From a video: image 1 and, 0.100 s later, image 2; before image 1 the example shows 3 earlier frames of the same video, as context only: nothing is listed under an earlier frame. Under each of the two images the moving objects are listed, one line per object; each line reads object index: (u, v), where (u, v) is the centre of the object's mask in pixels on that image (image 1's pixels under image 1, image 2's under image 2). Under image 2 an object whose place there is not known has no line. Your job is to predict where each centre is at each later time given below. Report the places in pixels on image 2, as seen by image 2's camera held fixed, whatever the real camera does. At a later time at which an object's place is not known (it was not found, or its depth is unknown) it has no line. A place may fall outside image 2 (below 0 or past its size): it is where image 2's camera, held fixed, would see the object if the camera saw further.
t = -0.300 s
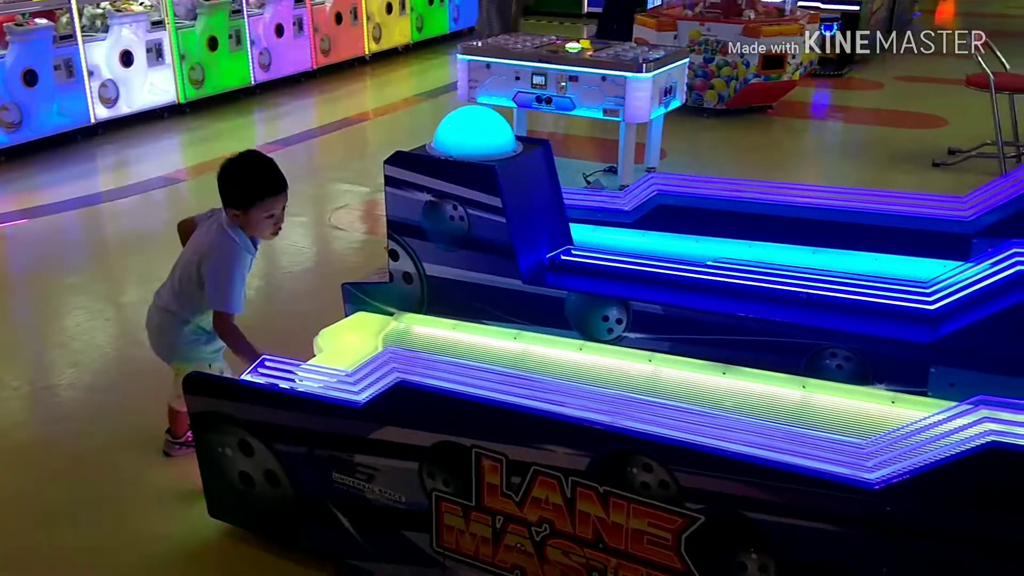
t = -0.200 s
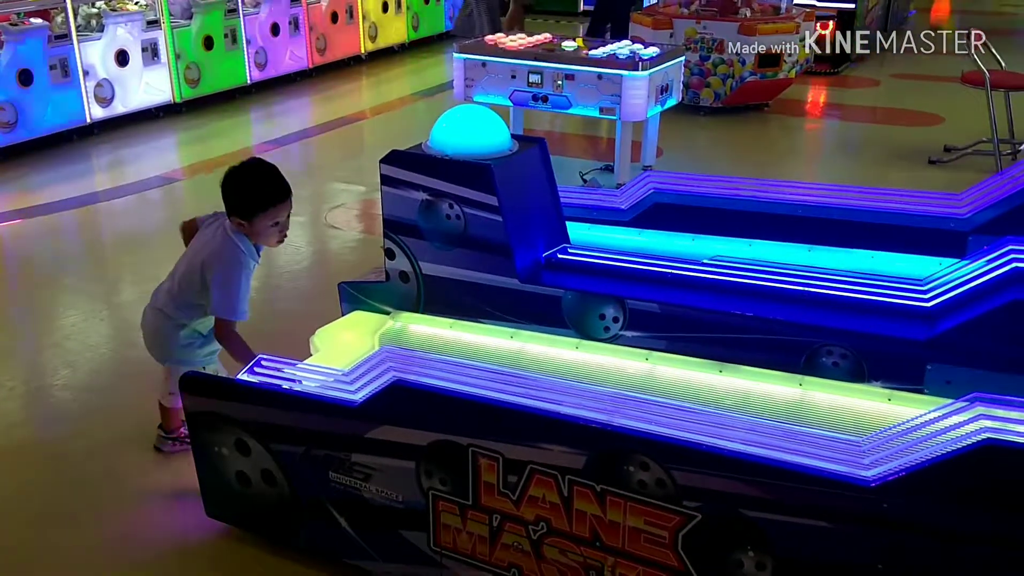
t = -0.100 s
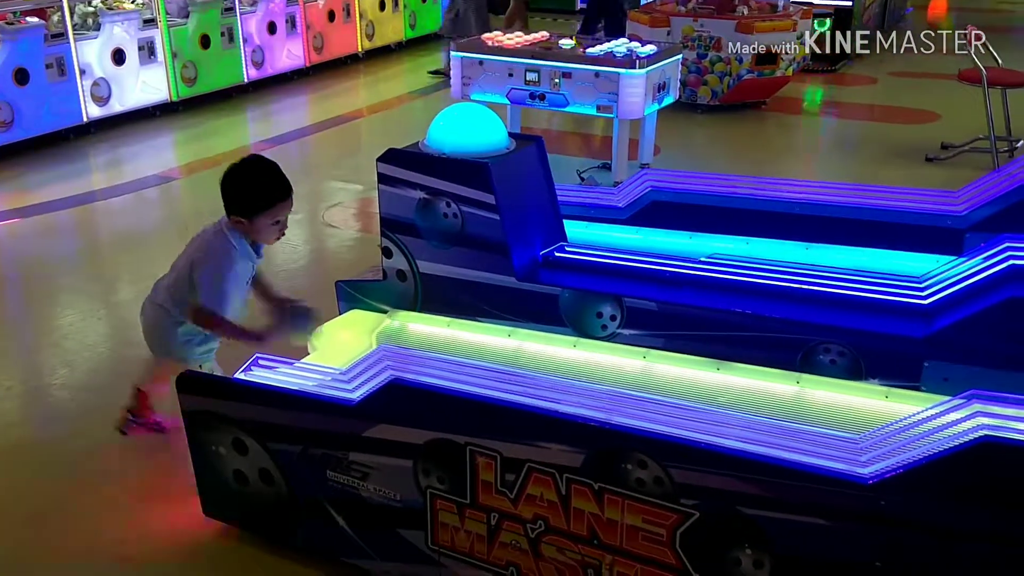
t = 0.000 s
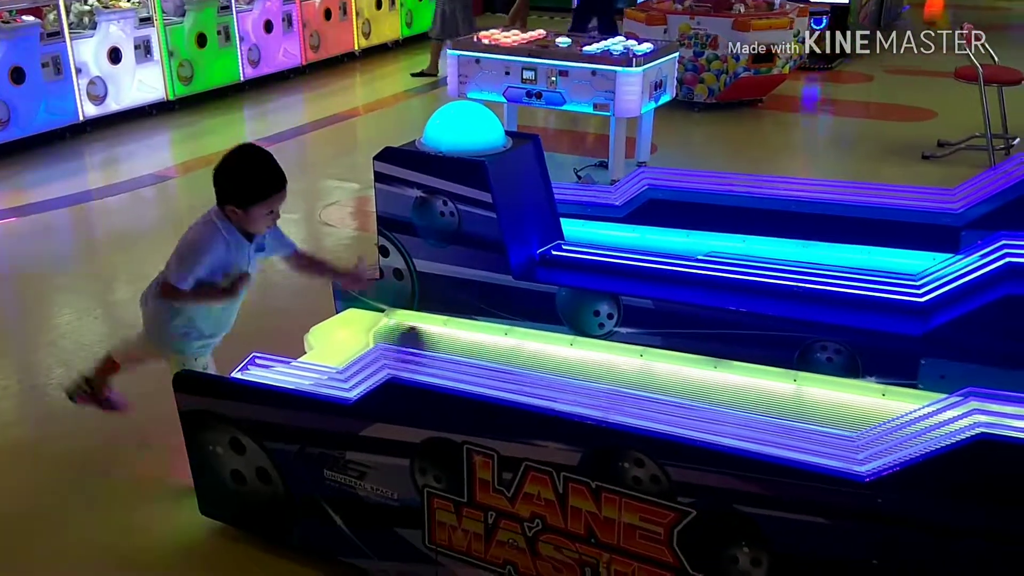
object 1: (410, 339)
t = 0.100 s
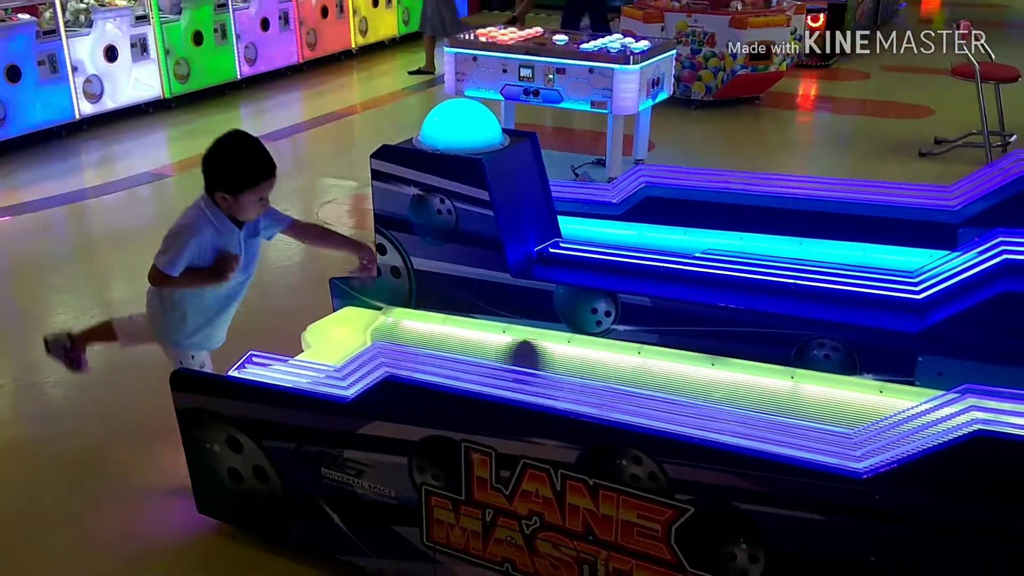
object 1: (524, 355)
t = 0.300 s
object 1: (760, 396)
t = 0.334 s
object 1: (799, 402)
